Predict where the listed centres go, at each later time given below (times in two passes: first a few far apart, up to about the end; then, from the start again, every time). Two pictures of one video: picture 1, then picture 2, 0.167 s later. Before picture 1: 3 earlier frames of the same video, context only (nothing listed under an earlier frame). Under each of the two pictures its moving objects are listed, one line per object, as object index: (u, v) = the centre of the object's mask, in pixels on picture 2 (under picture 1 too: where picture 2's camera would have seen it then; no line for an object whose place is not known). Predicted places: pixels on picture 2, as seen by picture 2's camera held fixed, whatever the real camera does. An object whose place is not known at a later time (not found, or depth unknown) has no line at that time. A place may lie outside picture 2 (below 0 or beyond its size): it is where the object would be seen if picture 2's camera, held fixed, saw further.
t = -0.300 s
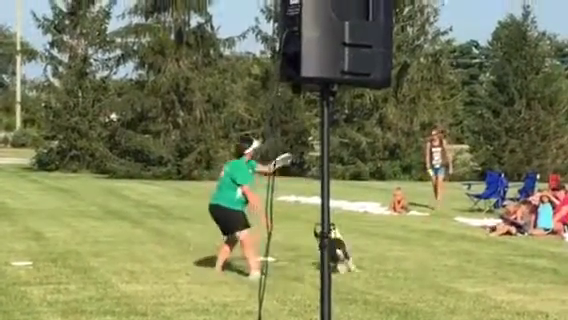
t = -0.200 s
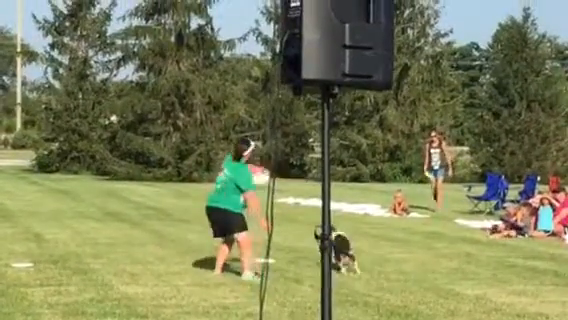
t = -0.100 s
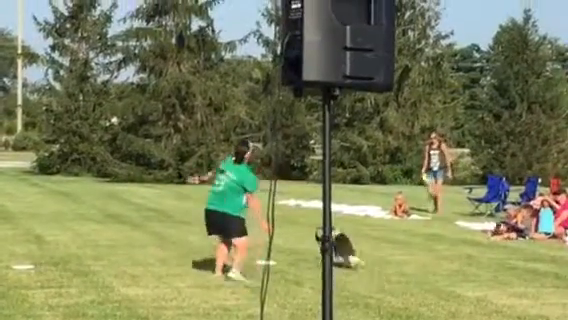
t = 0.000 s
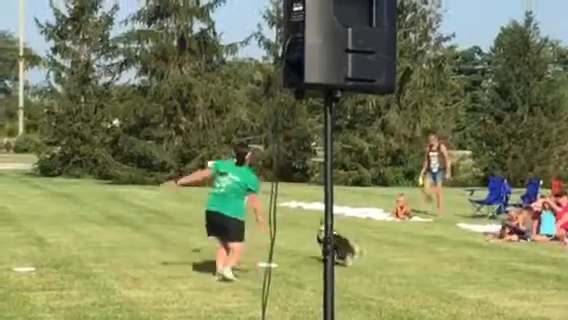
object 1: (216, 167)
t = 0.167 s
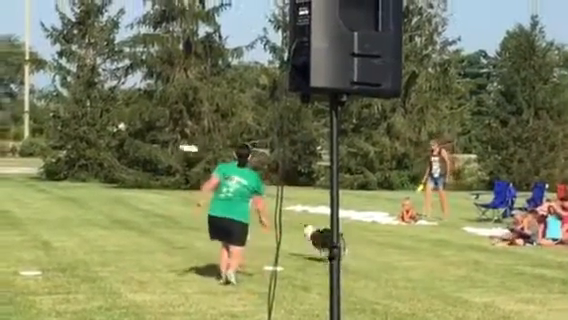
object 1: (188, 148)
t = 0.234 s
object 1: (178, 143)
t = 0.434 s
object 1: (150, 132)
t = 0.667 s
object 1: (125, 125)
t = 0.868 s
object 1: (114, 123)
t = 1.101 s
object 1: (95, 127)
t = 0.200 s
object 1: (183, 145)
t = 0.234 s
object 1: (178, 143)
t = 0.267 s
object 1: (173, 141)
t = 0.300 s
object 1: (167, 139)
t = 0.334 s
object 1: (162, 137)
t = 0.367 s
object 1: (158, 135)
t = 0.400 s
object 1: (154, 134)
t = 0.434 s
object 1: (150, 132)
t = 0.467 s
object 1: (146, 131)
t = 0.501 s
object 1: (142, 129)
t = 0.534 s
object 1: (138, 128)
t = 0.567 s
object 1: (135, 127)
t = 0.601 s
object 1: (129, 126)
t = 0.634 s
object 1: (127, 125)
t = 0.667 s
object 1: (125, 125)
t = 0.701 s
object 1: (122, 124)
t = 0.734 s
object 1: (119, 124)
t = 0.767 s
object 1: (118, 124)
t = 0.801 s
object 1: (116, 123)
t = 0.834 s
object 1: (116, 123)
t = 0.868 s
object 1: (114, 123)
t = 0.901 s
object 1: (107, 122)
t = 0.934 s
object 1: (112, 124)
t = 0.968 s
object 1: (103, 124)
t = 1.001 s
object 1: (101, 125)
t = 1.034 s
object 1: (99, 125)
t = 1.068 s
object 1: (97, 126)
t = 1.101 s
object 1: (95, 127)
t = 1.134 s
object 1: (93, 128)
